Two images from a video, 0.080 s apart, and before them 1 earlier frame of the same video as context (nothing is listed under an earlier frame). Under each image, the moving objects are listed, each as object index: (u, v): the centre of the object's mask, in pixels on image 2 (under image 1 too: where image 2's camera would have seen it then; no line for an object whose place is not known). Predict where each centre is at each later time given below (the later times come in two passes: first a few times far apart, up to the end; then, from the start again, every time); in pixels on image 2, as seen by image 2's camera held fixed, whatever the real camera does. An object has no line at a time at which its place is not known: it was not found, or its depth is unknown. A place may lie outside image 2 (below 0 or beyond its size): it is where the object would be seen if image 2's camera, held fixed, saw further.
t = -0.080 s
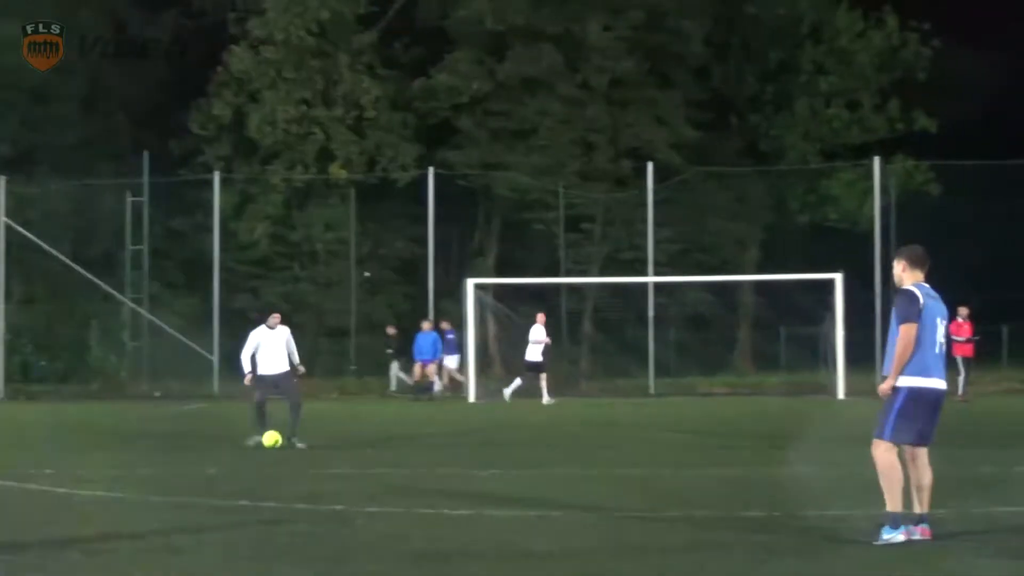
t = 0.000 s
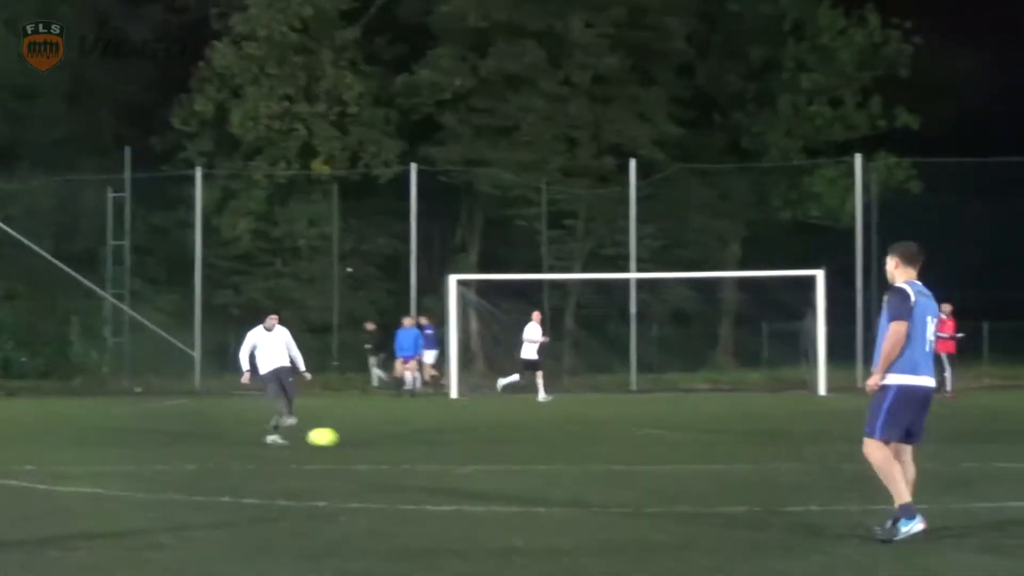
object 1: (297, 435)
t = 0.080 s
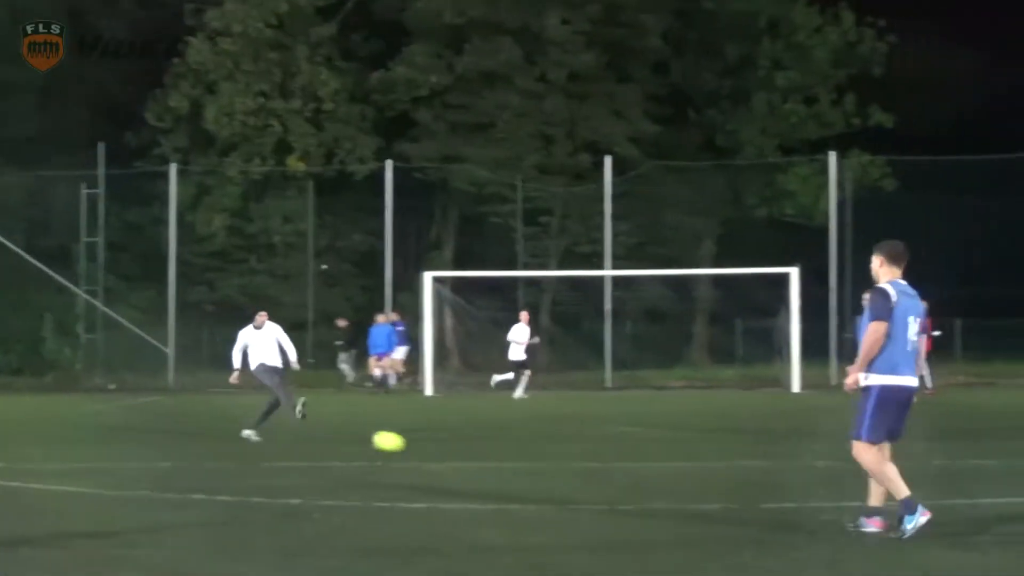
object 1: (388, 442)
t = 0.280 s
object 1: (637, 461)
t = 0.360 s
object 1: (759, 465)
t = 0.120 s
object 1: (437, 446)
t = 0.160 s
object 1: (487, 450)
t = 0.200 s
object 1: (536, 453)
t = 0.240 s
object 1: (583, 457)
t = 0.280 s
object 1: (637, 461)
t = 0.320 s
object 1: (695, 464)
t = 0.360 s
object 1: (759, 465)
